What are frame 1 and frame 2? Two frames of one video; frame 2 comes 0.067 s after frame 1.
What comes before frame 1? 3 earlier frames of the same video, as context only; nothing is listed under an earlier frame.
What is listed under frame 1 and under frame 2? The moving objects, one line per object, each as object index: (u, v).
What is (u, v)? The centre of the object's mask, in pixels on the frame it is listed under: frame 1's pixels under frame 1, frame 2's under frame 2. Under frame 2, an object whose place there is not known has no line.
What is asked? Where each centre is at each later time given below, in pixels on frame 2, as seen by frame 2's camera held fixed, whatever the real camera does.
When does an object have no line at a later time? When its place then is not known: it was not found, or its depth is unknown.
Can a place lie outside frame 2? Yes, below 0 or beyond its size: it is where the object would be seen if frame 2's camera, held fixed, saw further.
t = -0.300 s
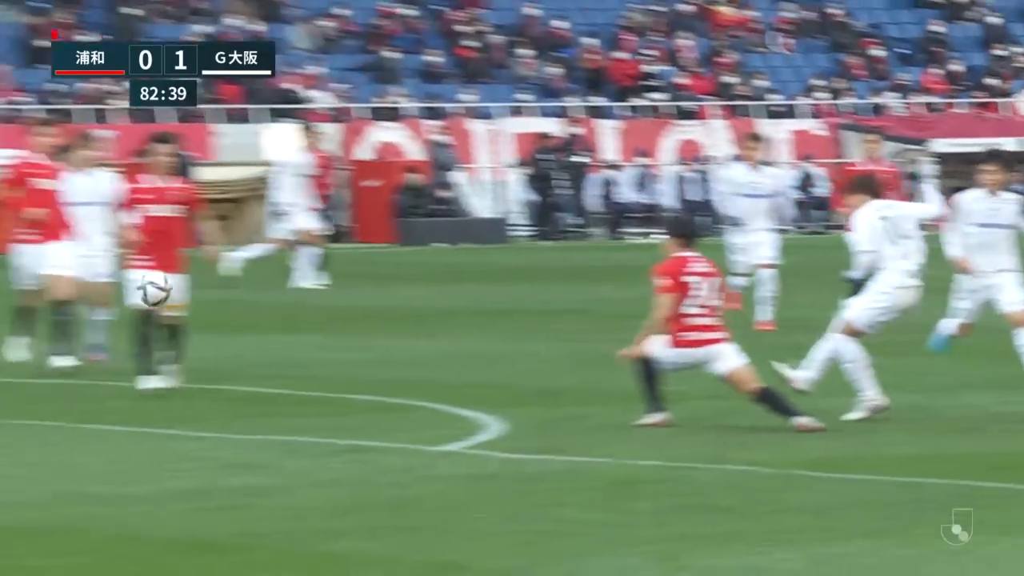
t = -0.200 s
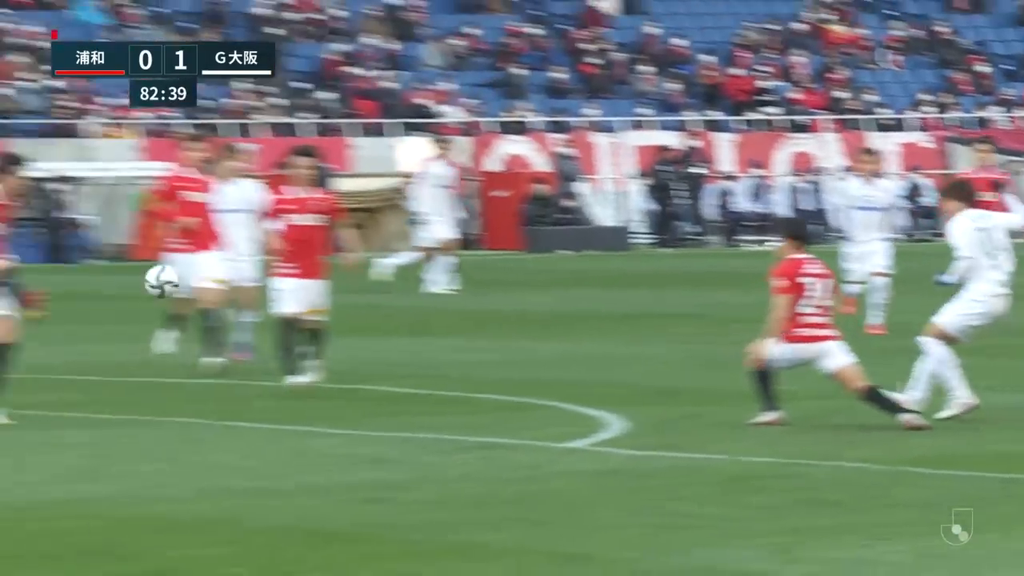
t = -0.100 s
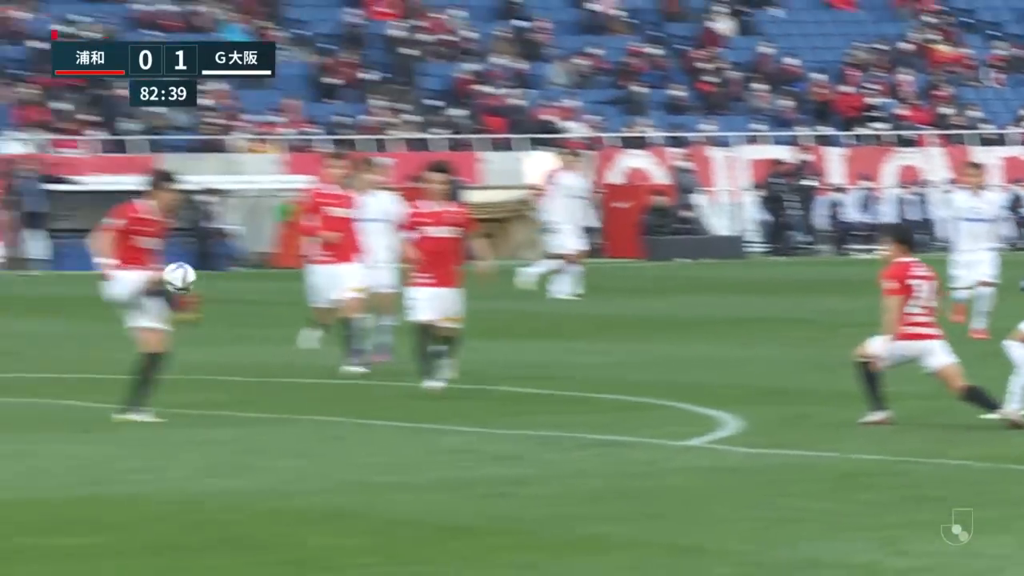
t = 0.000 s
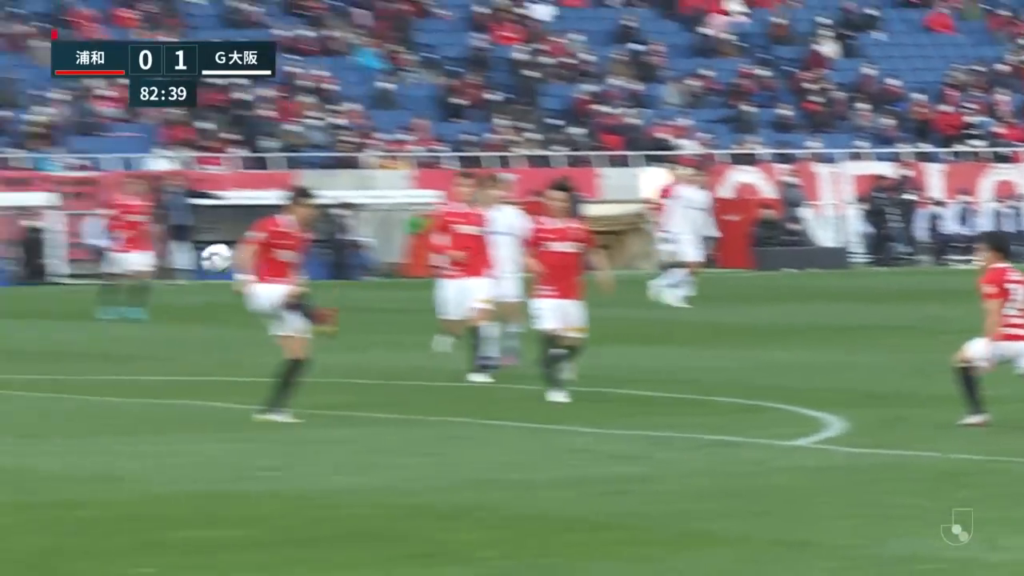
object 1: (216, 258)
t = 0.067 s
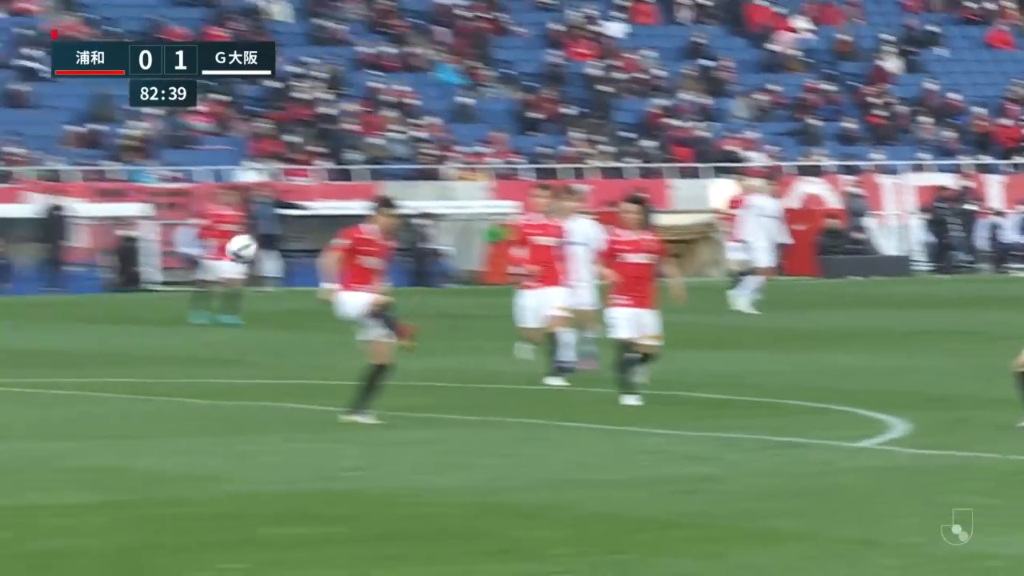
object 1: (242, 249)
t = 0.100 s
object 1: (212, 240)
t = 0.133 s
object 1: (183, 233)
